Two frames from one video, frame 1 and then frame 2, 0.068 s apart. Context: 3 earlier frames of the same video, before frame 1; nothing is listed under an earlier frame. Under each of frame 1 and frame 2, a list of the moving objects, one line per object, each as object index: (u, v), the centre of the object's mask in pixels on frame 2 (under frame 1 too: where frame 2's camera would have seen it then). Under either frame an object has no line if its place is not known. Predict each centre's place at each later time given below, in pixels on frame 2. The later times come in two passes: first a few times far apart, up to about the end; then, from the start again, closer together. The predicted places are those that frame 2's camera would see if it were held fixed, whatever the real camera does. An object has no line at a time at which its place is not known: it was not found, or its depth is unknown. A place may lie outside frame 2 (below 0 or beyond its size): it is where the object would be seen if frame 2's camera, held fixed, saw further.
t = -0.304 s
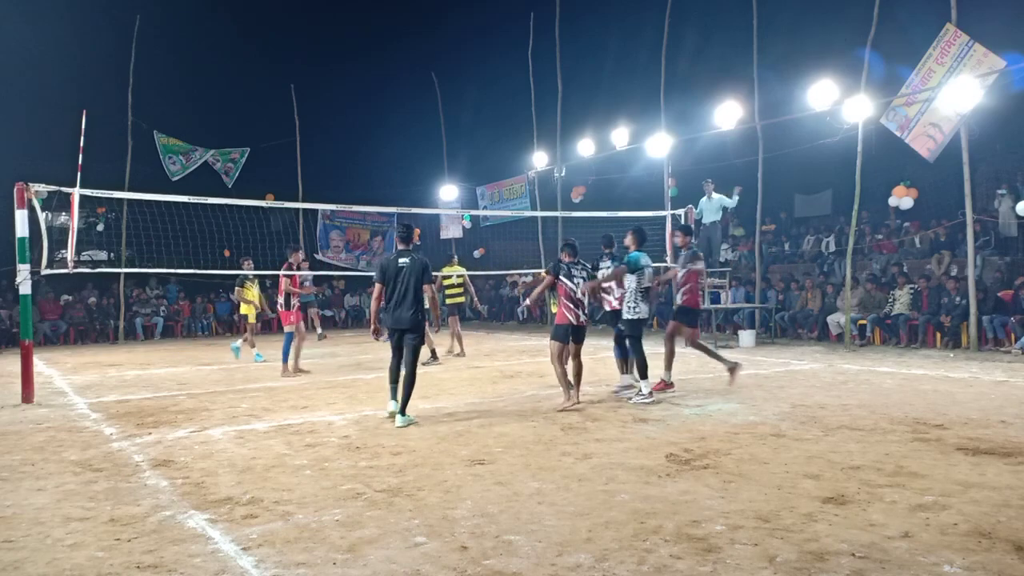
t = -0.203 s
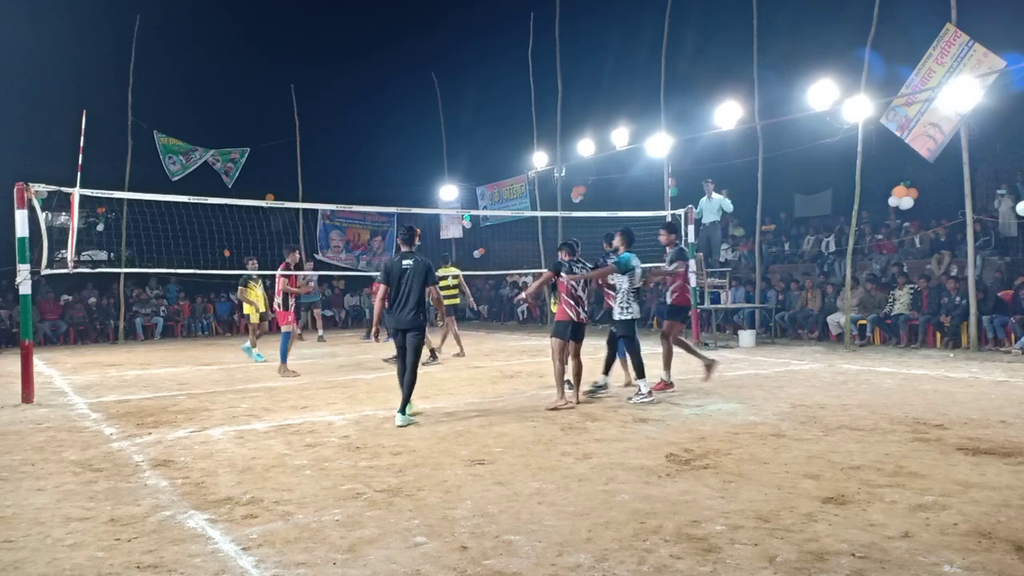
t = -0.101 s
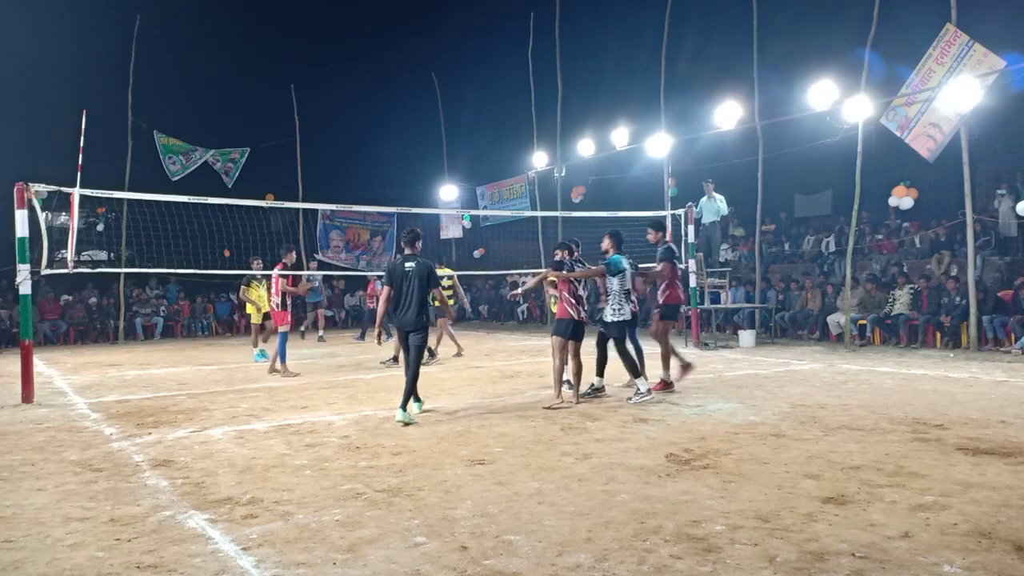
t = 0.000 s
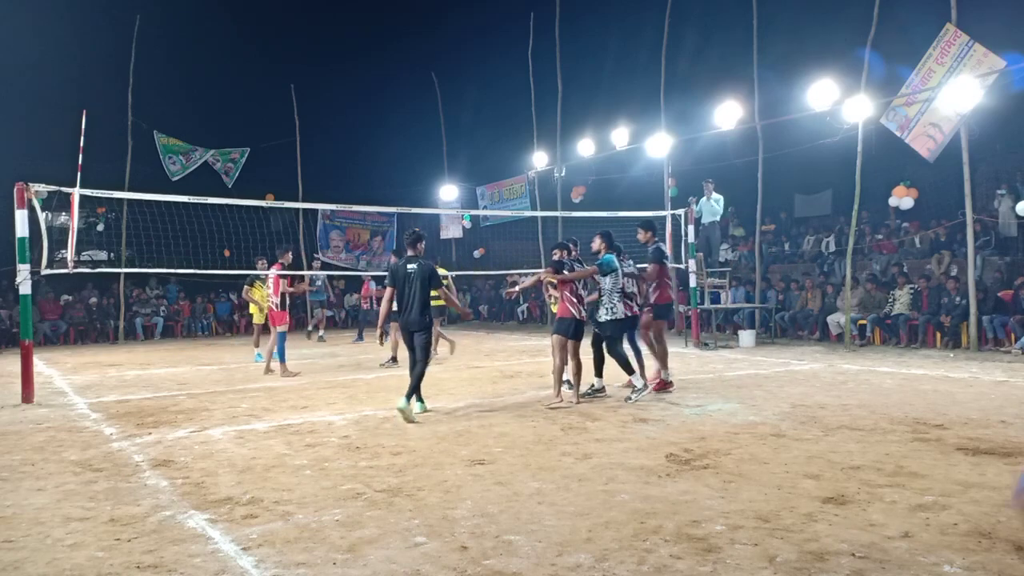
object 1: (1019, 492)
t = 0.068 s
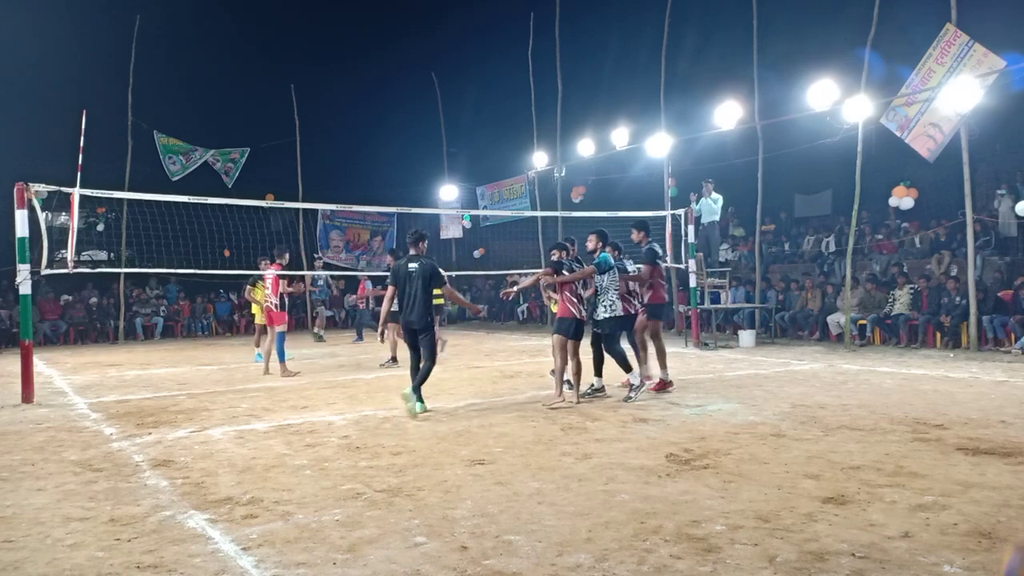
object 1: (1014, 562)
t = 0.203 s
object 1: (996, 499)
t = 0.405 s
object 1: (951, 390)
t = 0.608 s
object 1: (914, 383)
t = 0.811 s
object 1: (885, 464)
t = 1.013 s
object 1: (855, 470)
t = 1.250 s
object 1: (823, 410)
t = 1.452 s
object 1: (802, 442)
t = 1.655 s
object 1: (780, 469)
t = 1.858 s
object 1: (757, 428)
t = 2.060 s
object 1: (739, 456)
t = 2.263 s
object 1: (724, 435)
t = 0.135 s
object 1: (1005, 557)
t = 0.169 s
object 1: (1001, 530)
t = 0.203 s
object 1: (996, 499)
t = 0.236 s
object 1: (988, 473)
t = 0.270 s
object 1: (980, 449)
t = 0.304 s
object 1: (973, 432)
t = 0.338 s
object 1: (965, 414)
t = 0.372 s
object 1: (958, 400)
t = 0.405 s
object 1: (951, 390)
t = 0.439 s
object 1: (944, 382)
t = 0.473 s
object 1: (937, 376)
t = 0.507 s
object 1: (931, 374)
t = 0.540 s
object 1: (925, 374)
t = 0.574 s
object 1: (920, 377)
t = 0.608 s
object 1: (914, 383)
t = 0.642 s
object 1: (909, 391)
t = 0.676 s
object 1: (903, 400)
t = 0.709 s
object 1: (898, 413)
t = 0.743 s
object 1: (895, 428)
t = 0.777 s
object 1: (889, 445)
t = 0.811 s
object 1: (885, 464)
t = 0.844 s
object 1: (880, 486)
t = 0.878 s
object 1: (875, 509)
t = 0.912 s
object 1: (871, 530)
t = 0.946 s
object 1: (865, 510)
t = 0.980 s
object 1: (860, 489)
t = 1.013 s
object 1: (855, 470)
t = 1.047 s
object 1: (849, 453)
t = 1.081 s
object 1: (845, 441)
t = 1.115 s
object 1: (840, 430)
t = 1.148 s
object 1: (838, 423)
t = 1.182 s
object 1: (832, 416)
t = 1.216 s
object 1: (827, 412)
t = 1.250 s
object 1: (823, 410)
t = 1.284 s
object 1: (819, 410)
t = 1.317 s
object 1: (815, 412)
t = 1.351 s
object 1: (812, 417)
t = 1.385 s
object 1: (808, 424)
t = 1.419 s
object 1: (805, 431)
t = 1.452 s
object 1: (802, 442)
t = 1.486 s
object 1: (799, 454)
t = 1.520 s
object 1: (796, 469)
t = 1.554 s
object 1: (793, 486)
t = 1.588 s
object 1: (789, 497)
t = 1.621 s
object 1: (784, 483)
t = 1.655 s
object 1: (780, 469)
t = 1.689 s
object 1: (776, 456)
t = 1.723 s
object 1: (772, 446)
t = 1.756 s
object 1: (768, 439)
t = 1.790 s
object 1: (764, 433)
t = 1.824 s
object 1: (761, 429)
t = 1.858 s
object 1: (757, 428)
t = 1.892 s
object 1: (754, 428)
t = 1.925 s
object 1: (750, 430)
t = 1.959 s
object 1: (747, 434)
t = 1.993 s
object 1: (745, 439)
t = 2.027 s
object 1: (742, 448)
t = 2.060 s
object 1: (739, 456)
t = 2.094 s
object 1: (737, 466)
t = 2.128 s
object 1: (734, 468)
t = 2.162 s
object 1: (732, 457)
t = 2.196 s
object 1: (728, 447)
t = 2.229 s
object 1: (726, 440)
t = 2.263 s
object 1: (724, 435)
